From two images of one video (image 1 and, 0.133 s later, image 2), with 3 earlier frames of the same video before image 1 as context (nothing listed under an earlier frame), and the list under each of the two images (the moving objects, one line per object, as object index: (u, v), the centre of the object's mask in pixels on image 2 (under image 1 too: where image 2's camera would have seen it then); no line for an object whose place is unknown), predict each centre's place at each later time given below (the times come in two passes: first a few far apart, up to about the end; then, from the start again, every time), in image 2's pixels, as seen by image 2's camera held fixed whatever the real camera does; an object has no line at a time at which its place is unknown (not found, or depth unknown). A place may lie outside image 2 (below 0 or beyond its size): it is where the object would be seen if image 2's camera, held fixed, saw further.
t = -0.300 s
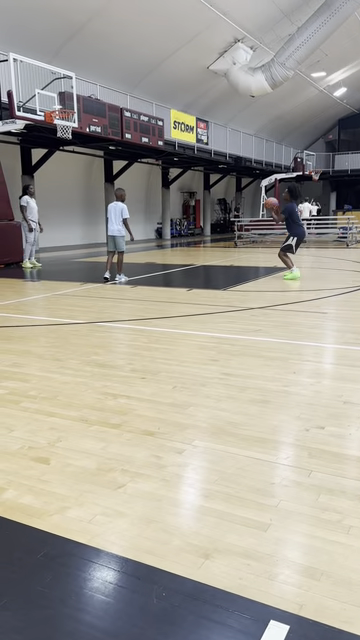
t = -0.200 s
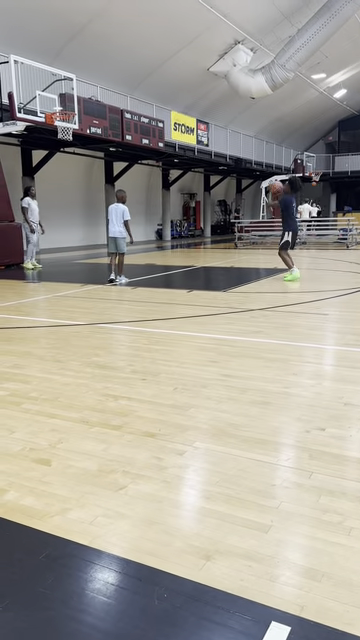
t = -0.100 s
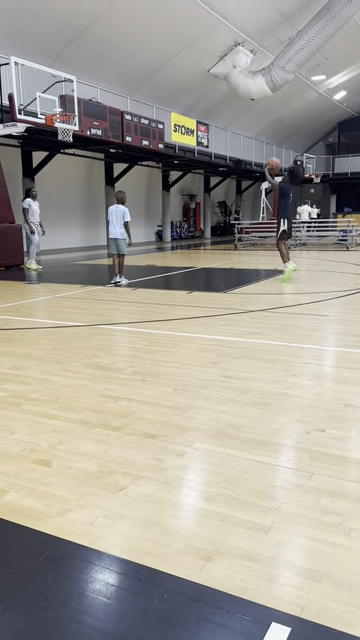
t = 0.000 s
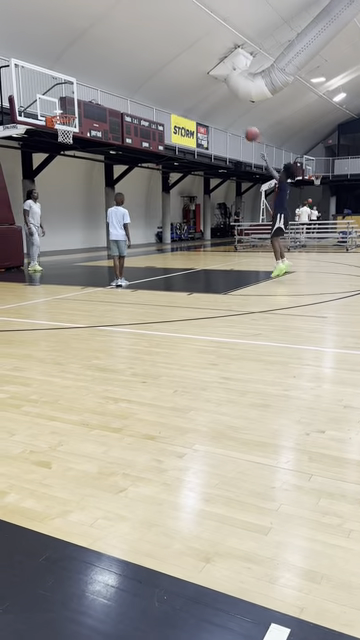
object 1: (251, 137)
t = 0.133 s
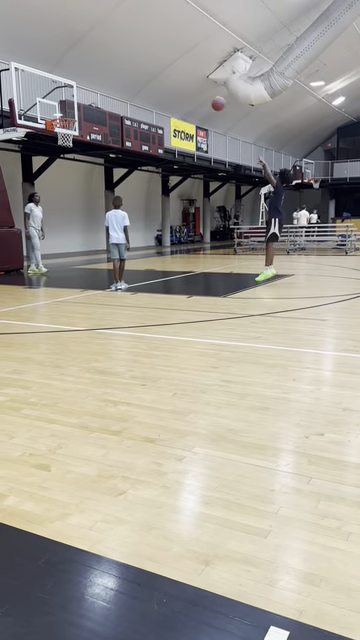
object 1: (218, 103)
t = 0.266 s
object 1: (187, 81)
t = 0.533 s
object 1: (130, 72)
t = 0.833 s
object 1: (75, 107)
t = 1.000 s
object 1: (60, 107)
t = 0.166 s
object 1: (210, 97)
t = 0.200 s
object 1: (202, 91)
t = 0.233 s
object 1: (194, 86)
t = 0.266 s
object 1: (187, 81)
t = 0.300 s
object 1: (179, 78)
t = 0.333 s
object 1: (172, 75)
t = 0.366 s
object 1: (165, 73)
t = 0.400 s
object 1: (157, 71)
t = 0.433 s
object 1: (151, 70)
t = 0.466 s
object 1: (143, 70)
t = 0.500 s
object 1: (137, 71)
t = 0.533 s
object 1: (130, 72)
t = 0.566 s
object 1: (123, 73)
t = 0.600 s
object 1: (117, 76)
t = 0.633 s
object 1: (110, 79)
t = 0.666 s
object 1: (104, 82)
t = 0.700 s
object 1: (98, 86)
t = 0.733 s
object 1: (93, 91)
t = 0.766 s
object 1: (87, 96)
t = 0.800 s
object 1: (81, 102)
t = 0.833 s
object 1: (75, 107)
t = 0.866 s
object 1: (70, 113)
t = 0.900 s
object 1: (68, 111)
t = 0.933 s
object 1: (65, 109)
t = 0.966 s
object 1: (62, 108)
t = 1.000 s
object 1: (60, 107)
